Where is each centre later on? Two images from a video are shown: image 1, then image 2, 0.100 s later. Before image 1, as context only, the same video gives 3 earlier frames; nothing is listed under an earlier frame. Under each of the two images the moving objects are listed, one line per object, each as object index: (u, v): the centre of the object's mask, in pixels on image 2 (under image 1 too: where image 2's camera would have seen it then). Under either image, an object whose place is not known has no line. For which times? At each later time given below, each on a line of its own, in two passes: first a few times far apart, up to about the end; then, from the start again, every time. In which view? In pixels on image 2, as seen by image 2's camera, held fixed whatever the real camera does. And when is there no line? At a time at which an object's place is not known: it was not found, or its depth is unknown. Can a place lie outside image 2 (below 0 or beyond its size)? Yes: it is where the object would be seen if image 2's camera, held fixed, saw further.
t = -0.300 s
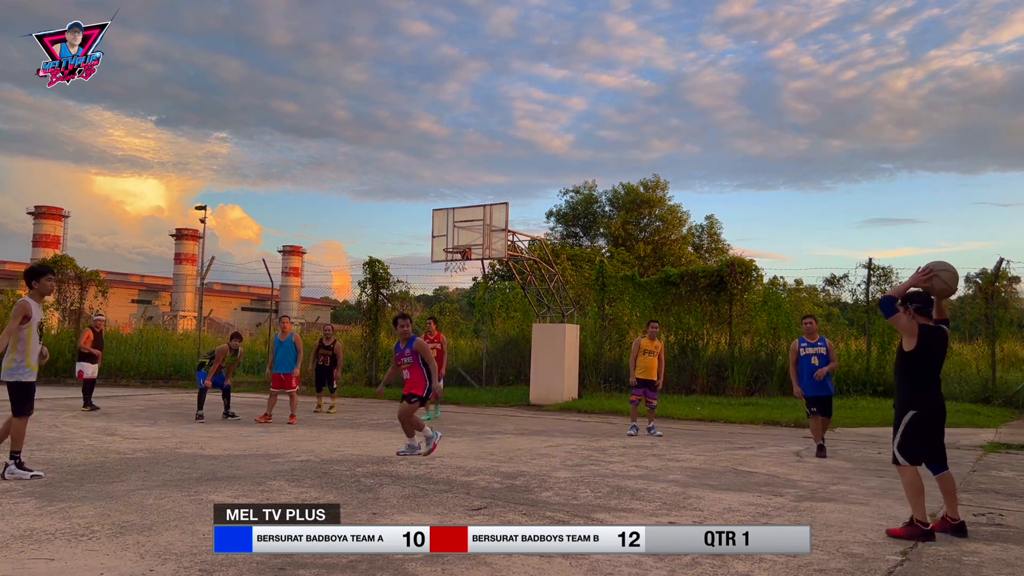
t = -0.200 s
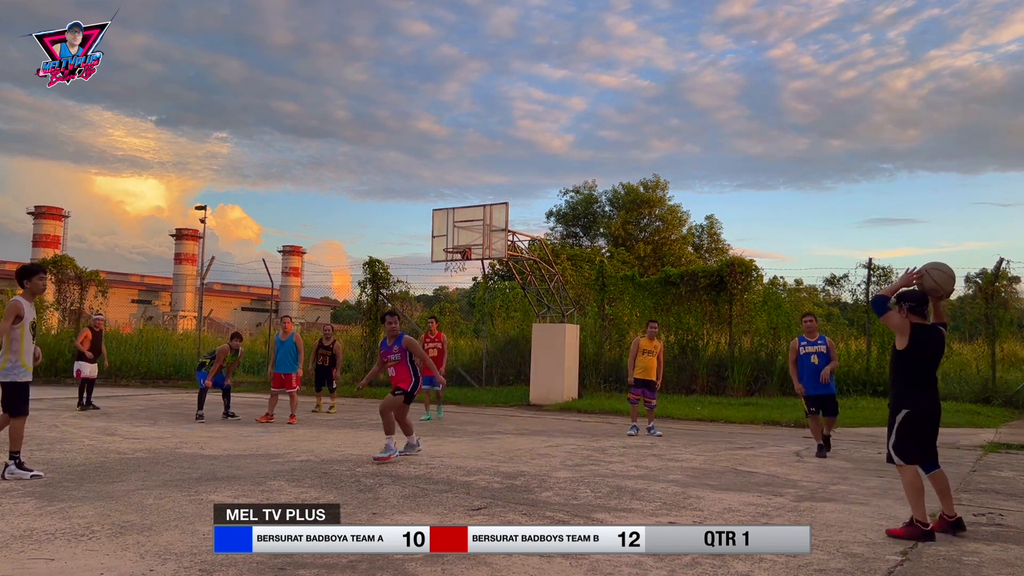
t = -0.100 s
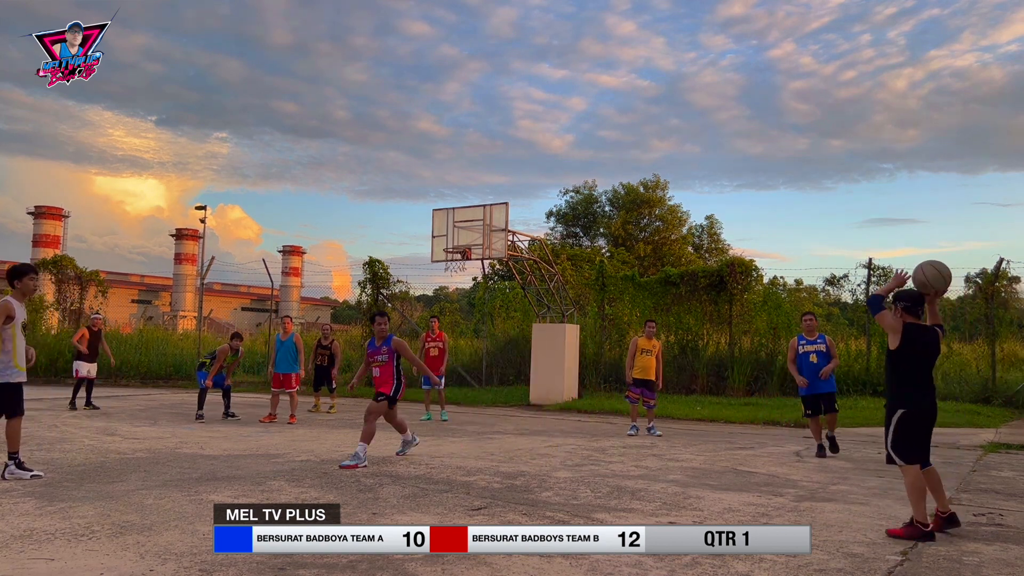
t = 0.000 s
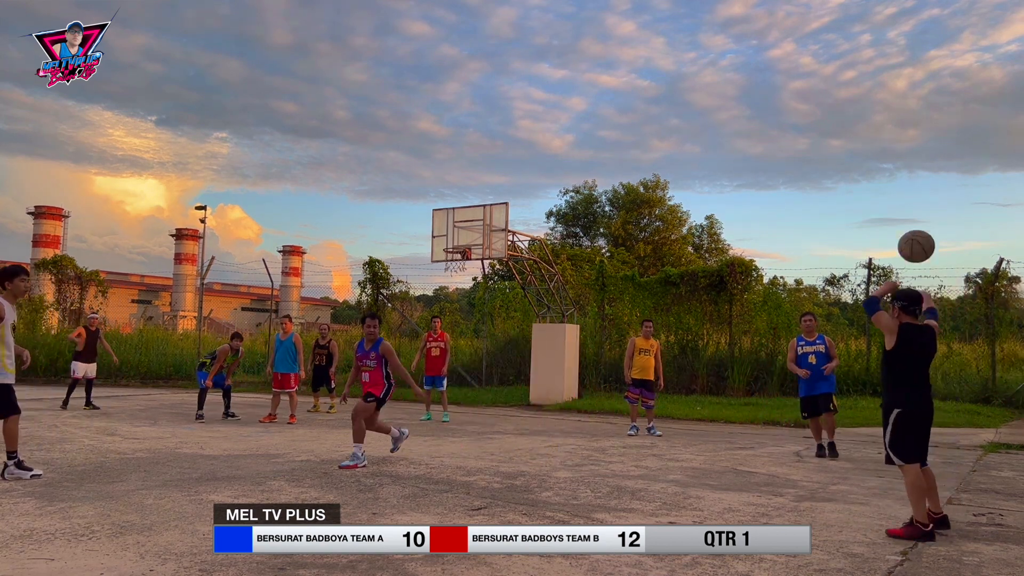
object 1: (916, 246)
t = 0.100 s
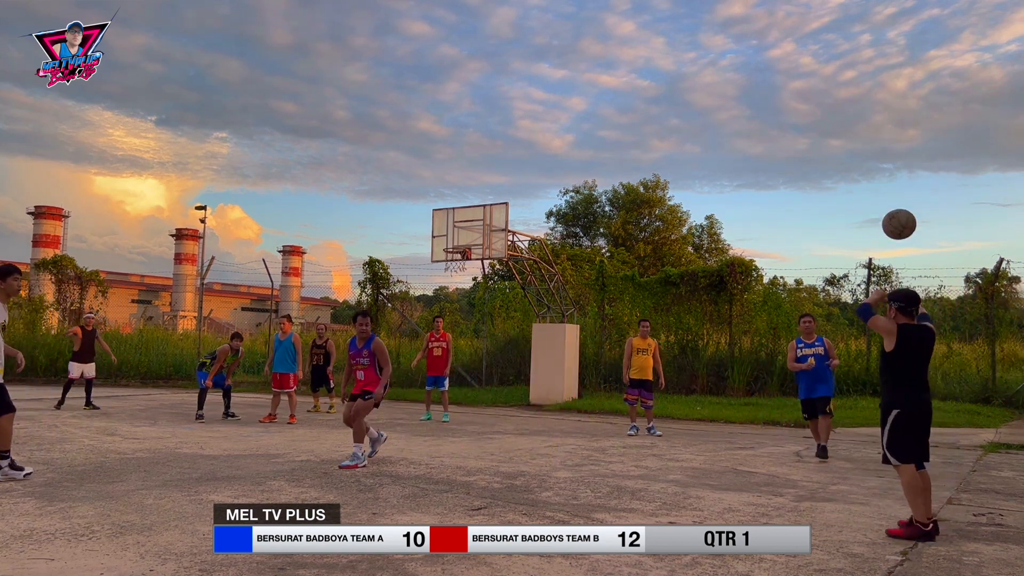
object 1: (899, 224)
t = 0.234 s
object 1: (880, 217)
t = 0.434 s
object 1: (857, 242)
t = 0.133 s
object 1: (894, 220)
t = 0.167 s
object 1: (889, 217)
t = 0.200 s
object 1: (884, 216)
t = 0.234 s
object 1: (880, 217)
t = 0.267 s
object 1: (876, 218)
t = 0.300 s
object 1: (872, 221)
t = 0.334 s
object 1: (868, 224)
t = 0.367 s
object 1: (864, 229)
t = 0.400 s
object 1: (860, 235)
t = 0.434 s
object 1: (857, 242)
